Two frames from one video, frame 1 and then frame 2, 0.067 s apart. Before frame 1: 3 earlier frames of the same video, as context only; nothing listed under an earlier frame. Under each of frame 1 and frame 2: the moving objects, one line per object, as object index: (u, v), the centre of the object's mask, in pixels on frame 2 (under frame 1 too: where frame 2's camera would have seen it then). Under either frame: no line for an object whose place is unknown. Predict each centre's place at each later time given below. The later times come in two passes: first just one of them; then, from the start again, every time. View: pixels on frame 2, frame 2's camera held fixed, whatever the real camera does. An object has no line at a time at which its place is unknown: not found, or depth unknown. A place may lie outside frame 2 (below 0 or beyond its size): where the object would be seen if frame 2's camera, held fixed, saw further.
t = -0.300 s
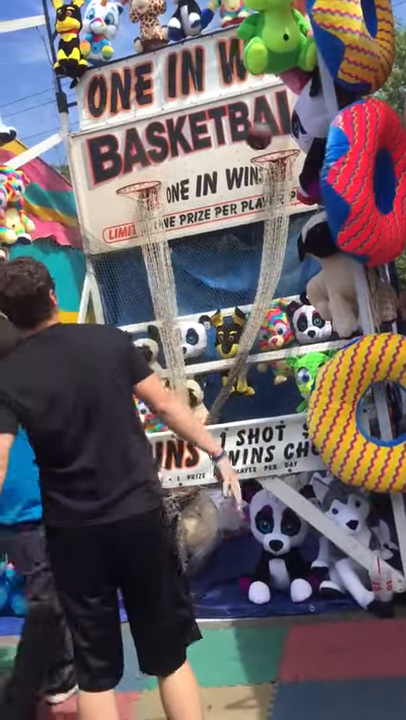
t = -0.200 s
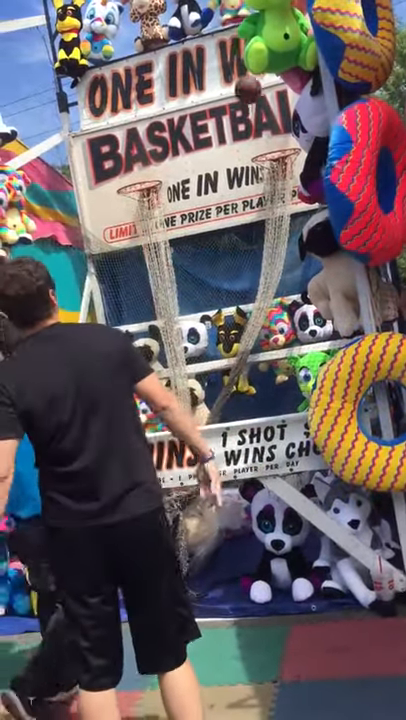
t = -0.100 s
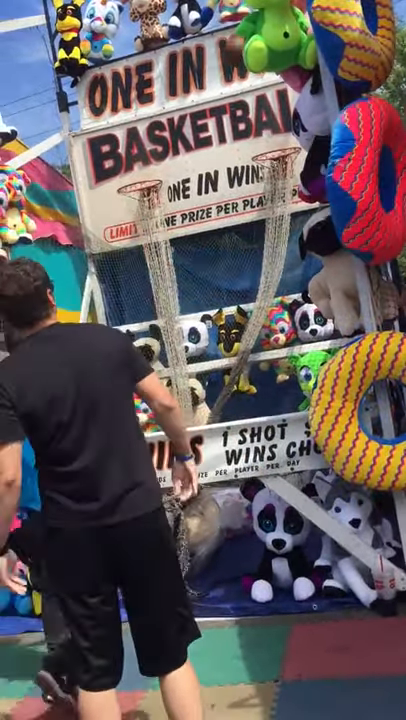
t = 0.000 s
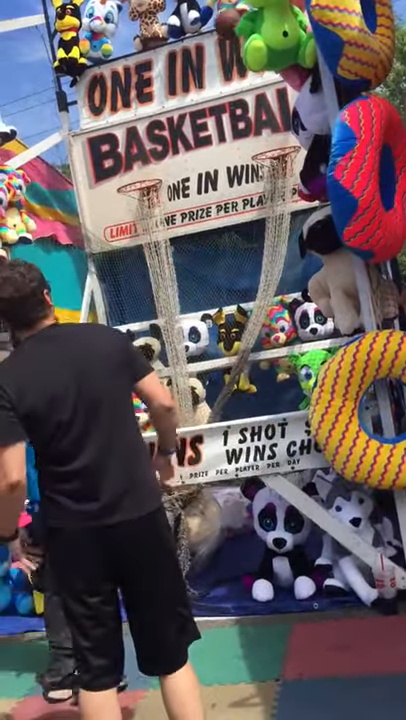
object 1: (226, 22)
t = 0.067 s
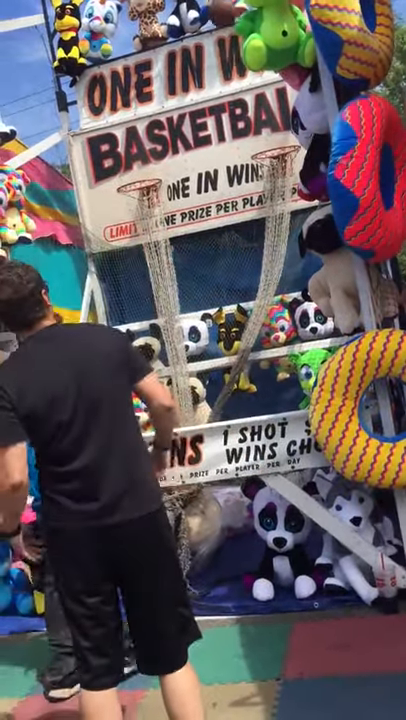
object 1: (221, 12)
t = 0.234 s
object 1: (214, 10)
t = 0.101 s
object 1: (220, 11)
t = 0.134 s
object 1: (219, 10)
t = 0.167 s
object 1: (217, 9)
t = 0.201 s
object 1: (215, 9)
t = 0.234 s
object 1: (214, 10)
